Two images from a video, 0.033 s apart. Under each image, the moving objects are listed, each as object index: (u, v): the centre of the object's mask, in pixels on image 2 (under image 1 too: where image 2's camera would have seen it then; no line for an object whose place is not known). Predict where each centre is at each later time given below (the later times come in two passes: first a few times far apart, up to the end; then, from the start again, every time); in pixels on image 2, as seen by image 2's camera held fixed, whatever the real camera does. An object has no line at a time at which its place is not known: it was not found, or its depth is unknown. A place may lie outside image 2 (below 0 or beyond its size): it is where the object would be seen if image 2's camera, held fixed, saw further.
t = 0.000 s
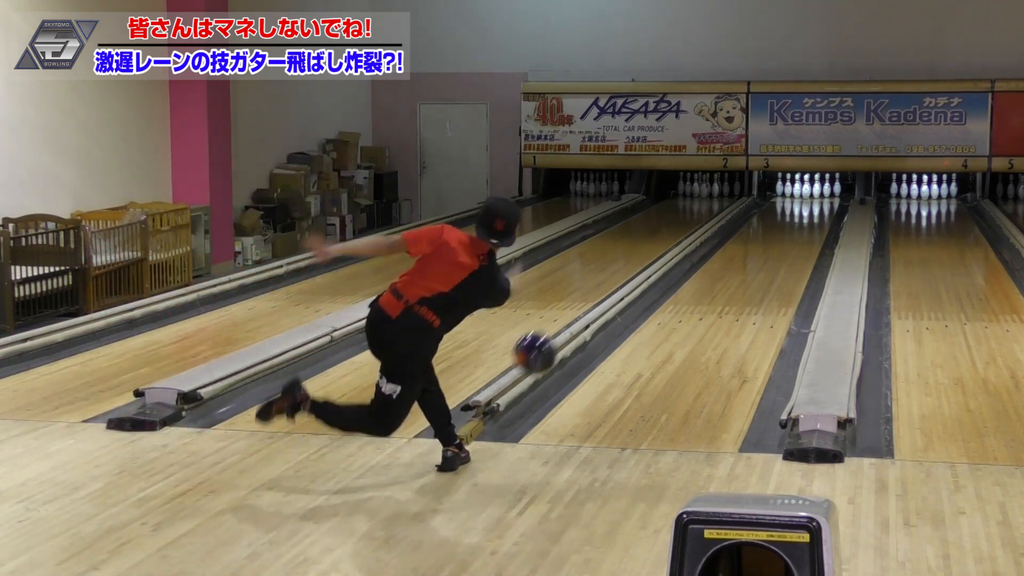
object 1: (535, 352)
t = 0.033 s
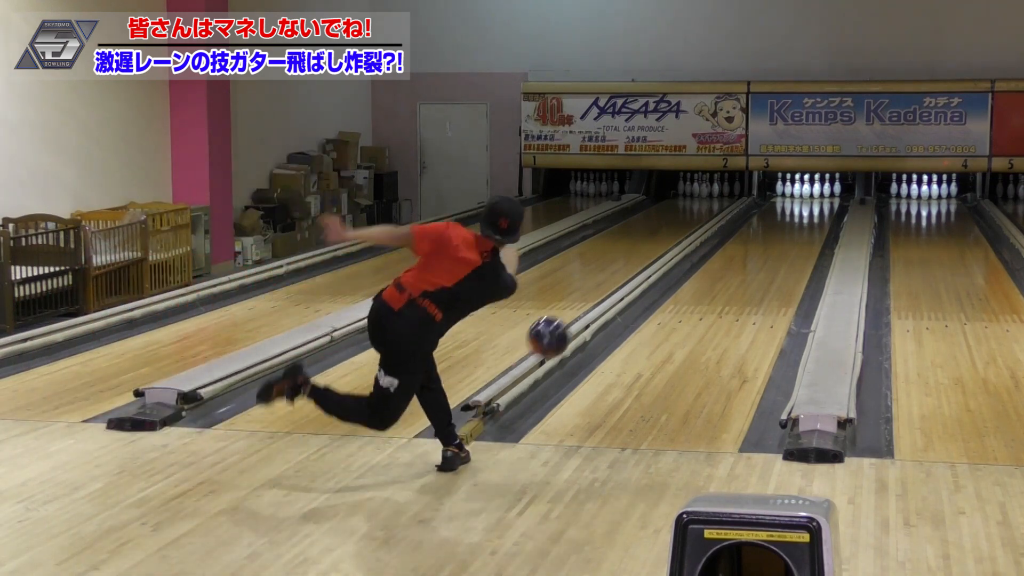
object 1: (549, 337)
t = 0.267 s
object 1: (626, 296)
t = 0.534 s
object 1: (689, 316)
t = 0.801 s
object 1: (735, 287)
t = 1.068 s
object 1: (767, 264)
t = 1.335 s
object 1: (789, 246)
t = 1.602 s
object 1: (803, 232)
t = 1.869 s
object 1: (813, 220)
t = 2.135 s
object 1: (818, 210)
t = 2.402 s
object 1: (816, 202)
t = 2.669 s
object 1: (810, 195)
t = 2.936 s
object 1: (804, 191)
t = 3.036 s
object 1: (802, 189)
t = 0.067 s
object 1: (561, 324)
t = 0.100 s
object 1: (573, 313)
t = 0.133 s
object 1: (585, 306)
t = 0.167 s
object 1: (596, 300)
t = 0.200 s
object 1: (606, 296)
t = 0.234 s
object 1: (616, 295)
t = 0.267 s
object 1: (626, 296)
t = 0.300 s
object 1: (635, 297)
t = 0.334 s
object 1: (644, 301)
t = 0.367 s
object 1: (653, 307)
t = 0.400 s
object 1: (660, 313)
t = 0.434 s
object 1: (668, 321)
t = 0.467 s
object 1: (675, 325)
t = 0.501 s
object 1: (682, 319)
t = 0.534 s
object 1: (689, 316)
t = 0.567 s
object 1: (696, 312)
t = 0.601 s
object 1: (702, 308)
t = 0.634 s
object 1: (708, 304)
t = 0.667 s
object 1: (714, 300)
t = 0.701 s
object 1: (720, 297)
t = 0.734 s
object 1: (725, 294)
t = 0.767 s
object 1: (730, 290)
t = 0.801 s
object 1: (735, 287)
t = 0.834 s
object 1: (739, 284)
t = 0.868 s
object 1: (744, 280)
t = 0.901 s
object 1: (748, 278)
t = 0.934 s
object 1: (753, 274)
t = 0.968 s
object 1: (756, 272)
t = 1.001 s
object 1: (760, 269)
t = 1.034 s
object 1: (764, 266)
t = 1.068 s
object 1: (767, 264)
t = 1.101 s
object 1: (770, 261)
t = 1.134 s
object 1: (773, 259)
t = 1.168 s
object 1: (776, 257)
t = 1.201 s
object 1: (779, 254)
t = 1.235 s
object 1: (782, 252)
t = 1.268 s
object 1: (785, 250)
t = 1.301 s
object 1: (787, 248)
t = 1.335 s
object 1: (789, 246)
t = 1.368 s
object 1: (791, 244)
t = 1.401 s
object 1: (794, 242)
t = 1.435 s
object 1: (796, 240)
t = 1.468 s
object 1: (797, 239)
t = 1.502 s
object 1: (799, 237)
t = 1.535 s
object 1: (801, 235)
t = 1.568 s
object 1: (803, 233)
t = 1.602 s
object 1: (803, 232)
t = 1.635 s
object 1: (805, 230)
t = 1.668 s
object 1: (807, 228)
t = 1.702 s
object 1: (808, 227)
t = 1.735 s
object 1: (810, 225)
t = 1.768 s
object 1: (811, 224)
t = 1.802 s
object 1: (812, 222)
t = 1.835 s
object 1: (812, 221)
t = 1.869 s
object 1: (813, 220)
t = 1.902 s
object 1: (814, 219)
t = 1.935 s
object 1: (815, 218)
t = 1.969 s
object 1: (816, 216)
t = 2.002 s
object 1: (816, 215)
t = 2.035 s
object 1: (817, 214)
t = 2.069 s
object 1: (817, 213)
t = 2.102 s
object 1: (817, 211)
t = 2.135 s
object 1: (818, 210)
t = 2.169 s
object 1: (818, 209)
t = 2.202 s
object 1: (818, 208)
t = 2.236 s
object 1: (818, 207)
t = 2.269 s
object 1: (817, 206)
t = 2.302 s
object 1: (817, 205)
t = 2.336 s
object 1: (817, 204)
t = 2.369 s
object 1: (817, 203)
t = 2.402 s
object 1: (816, 202)
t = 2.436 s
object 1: (816, 201)
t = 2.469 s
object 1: (815, 200)
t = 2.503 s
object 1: (814, 200)
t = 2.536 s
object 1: (814, 199)
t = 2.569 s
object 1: (813, 198)
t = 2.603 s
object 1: (812, 197)
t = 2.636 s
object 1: (811, 196)
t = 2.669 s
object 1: (810, 195)
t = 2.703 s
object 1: (809, 194)
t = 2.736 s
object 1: (808, 194)
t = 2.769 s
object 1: (806, 192)
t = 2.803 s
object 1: (806, 191)
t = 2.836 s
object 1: (806, 192)
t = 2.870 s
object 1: (806, 190)
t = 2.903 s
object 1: (805, 191)
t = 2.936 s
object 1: (804, 191)
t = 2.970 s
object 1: (804, 191)
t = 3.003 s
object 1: (804, 190)
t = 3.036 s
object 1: (802, 189)
